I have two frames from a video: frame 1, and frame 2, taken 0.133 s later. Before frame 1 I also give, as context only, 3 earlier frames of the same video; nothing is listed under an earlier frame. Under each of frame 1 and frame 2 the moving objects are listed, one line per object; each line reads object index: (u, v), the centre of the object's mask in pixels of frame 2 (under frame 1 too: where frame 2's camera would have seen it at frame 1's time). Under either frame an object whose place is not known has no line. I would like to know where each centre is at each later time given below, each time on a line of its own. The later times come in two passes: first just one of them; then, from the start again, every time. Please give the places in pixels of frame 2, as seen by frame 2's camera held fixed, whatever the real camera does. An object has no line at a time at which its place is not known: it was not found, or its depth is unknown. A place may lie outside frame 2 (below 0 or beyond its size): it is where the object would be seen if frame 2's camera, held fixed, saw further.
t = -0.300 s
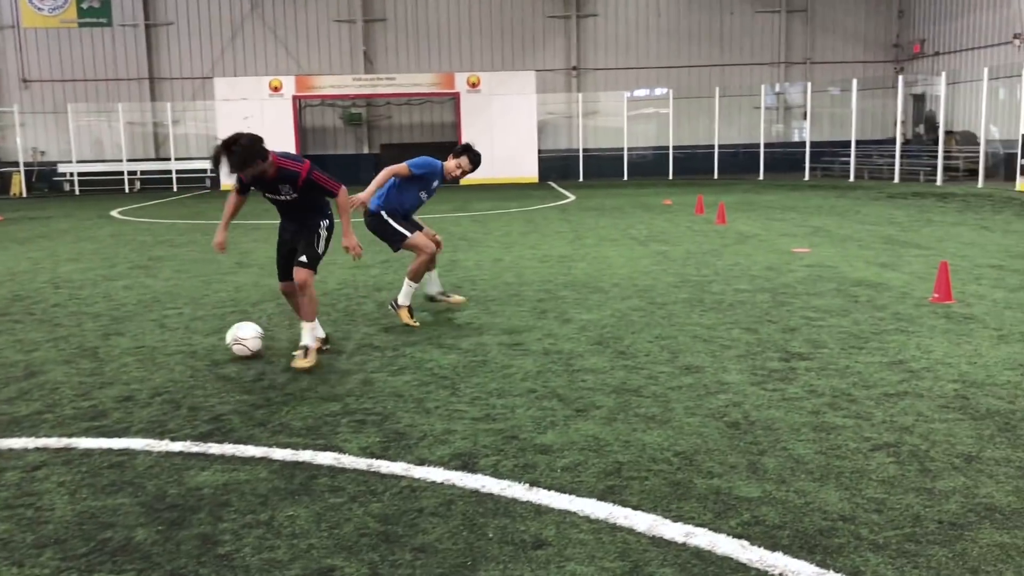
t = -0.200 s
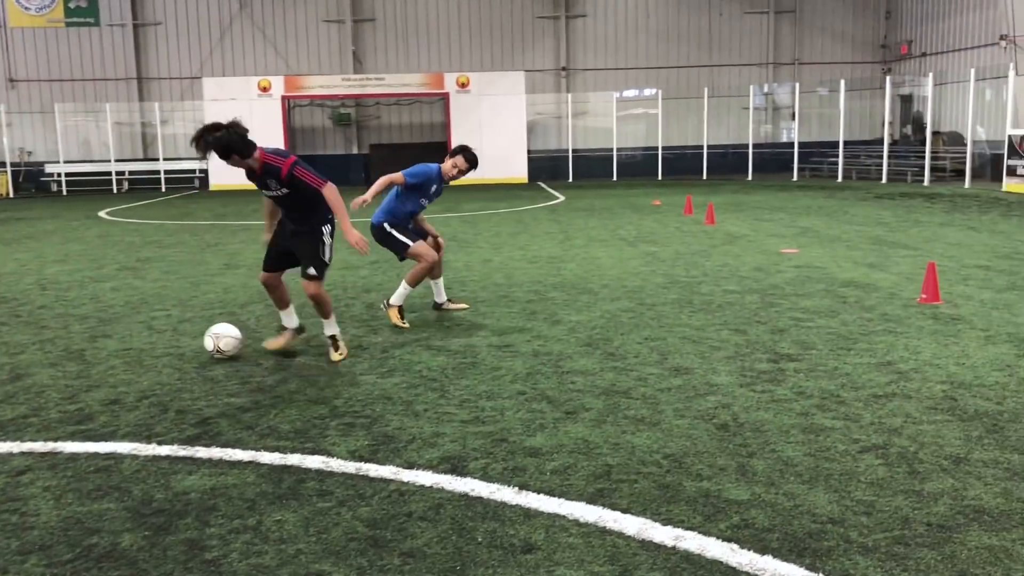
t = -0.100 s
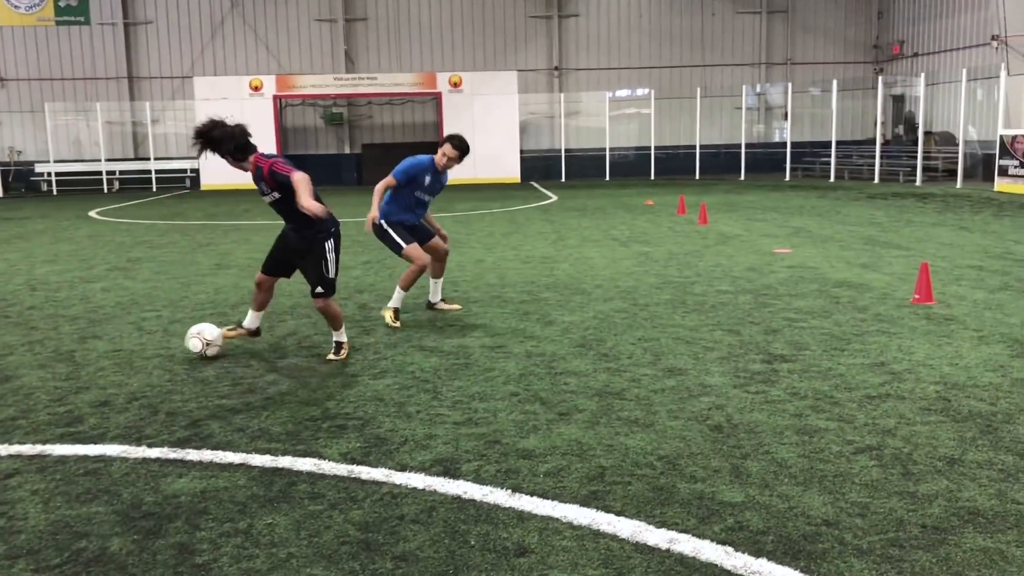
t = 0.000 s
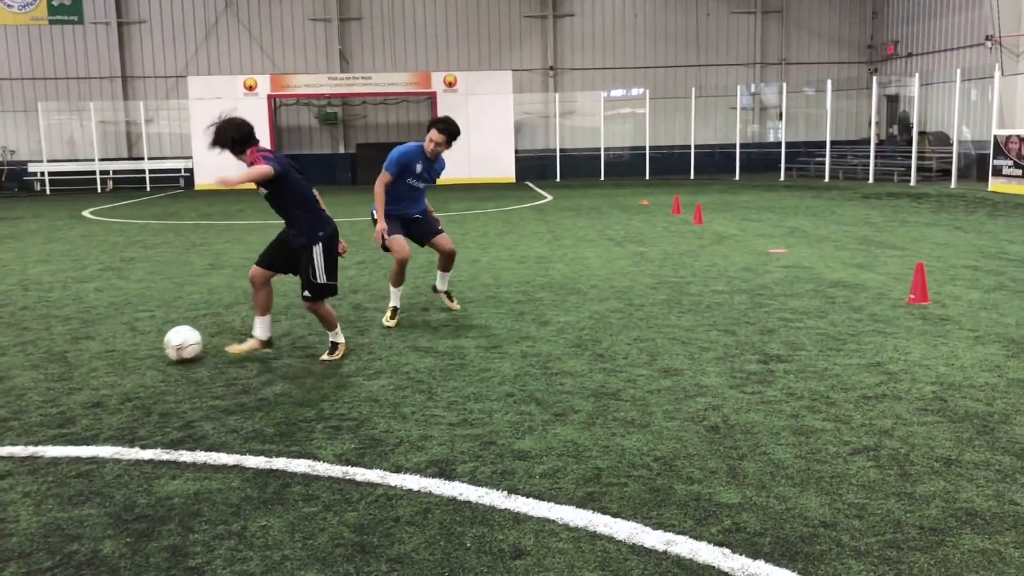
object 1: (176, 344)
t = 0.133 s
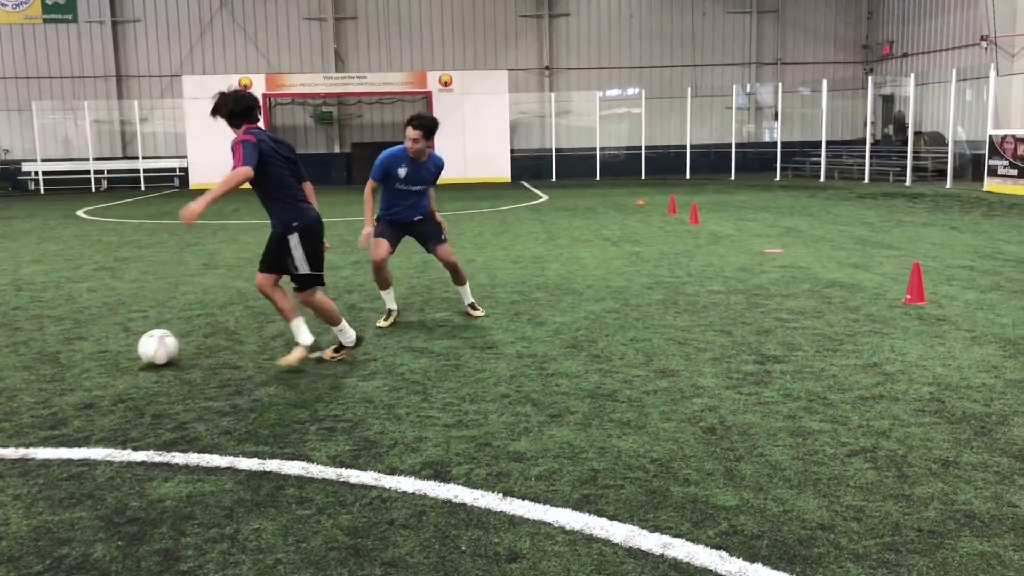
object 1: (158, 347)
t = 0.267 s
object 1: (139, 350)
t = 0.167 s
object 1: (154, 348)
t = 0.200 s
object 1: (149, 349)
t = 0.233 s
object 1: (144, 350)
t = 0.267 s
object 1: (139, 350)
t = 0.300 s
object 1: (135, 352)
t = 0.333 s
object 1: (131, 352)
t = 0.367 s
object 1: (126, 353)
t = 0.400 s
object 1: (121, 354)
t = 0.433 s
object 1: (116, 355)
